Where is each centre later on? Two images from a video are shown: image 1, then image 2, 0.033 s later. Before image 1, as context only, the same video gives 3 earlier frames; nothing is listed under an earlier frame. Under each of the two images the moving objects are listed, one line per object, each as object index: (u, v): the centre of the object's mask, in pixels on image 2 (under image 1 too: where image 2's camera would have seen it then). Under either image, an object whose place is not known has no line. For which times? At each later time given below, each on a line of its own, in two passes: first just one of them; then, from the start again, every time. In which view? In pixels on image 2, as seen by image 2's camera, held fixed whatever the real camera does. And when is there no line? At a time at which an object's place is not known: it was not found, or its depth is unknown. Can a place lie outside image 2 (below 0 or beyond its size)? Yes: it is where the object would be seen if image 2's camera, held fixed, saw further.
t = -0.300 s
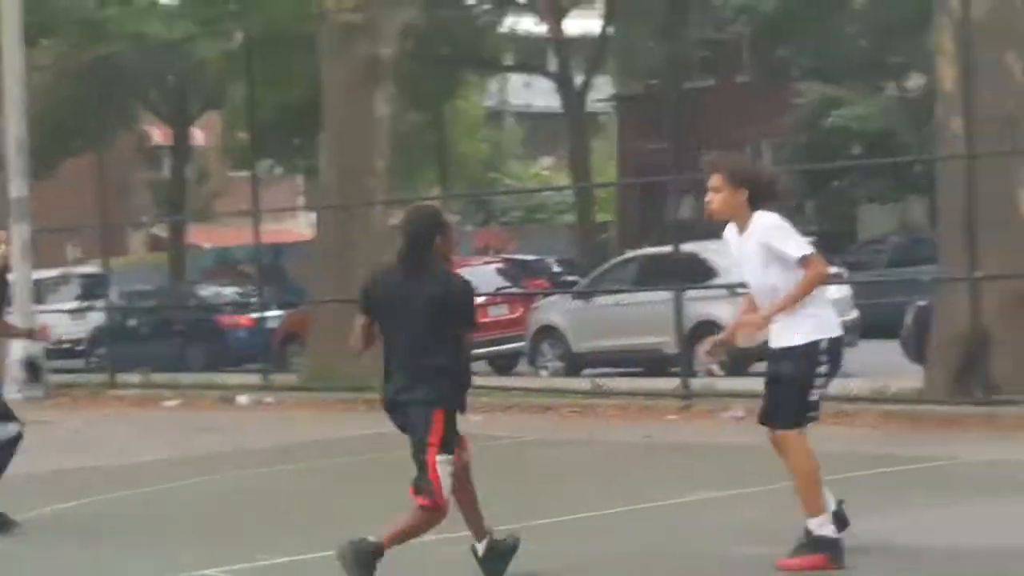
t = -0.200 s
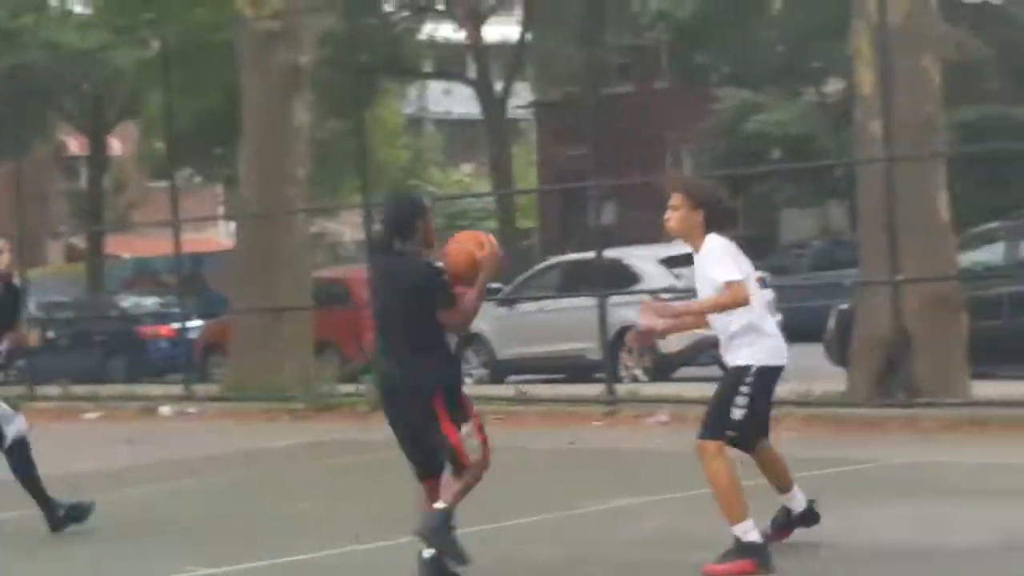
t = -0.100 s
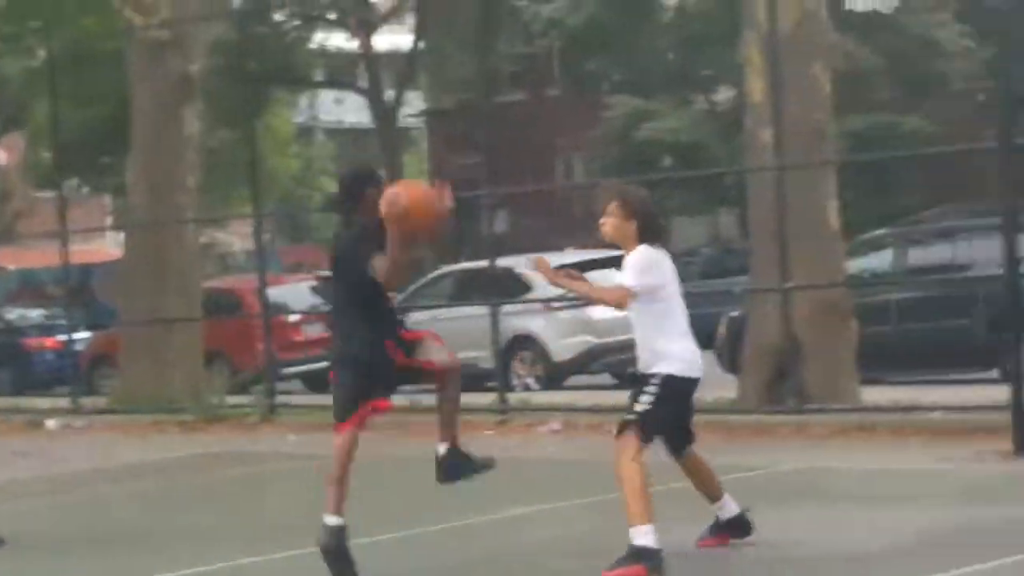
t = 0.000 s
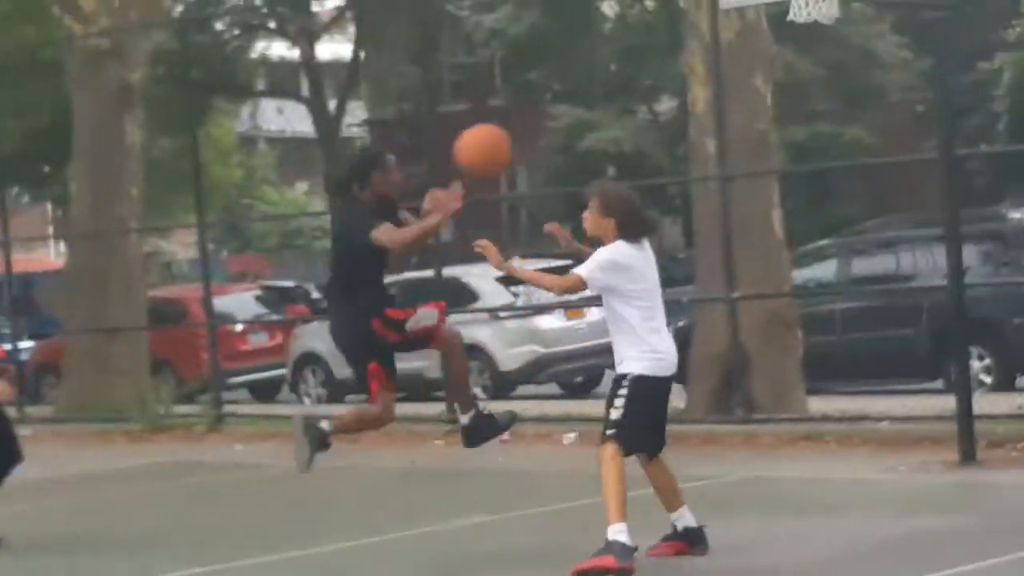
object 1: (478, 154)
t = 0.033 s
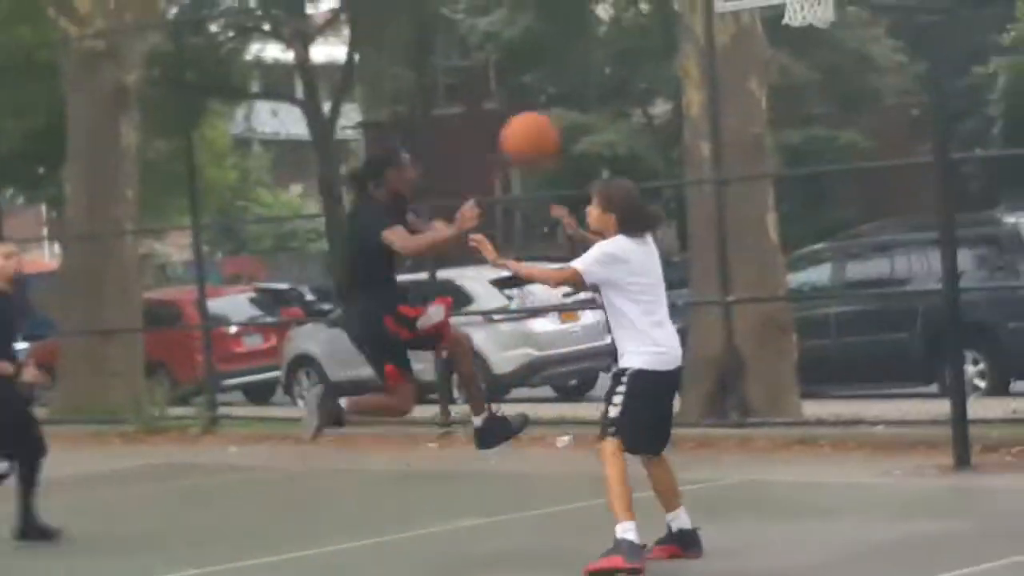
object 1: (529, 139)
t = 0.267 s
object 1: (879, 106)
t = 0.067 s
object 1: (581, 126)
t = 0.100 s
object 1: (631, 117)
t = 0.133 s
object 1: (680, 109)
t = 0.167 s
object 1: (732, 105)
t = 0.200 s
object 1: (782, 103)
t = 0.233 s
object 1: (831, 103)
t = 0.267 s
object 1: (879, 106)
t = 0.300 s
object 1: (930, 112)
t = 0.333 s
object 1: (978, 119)
